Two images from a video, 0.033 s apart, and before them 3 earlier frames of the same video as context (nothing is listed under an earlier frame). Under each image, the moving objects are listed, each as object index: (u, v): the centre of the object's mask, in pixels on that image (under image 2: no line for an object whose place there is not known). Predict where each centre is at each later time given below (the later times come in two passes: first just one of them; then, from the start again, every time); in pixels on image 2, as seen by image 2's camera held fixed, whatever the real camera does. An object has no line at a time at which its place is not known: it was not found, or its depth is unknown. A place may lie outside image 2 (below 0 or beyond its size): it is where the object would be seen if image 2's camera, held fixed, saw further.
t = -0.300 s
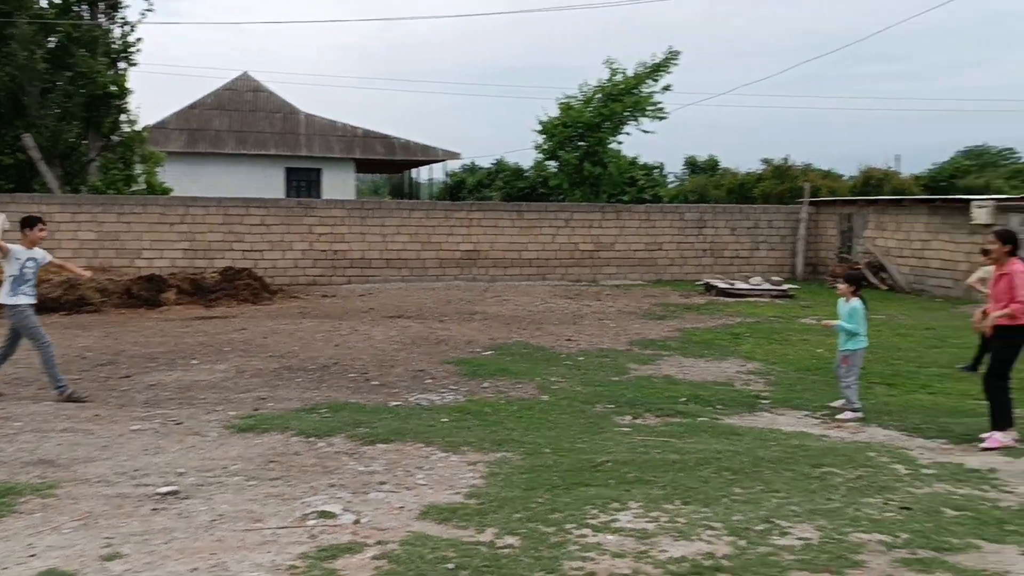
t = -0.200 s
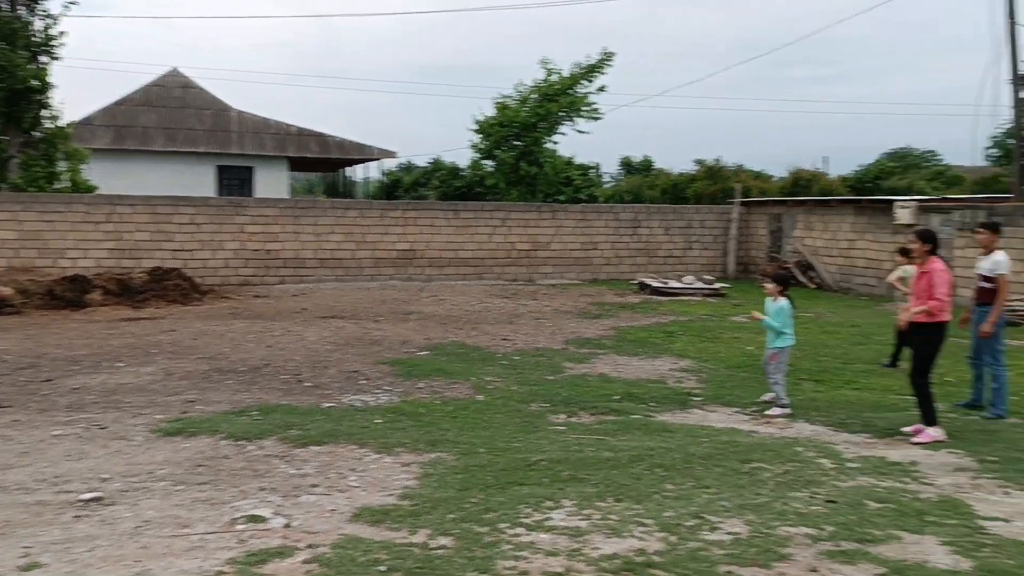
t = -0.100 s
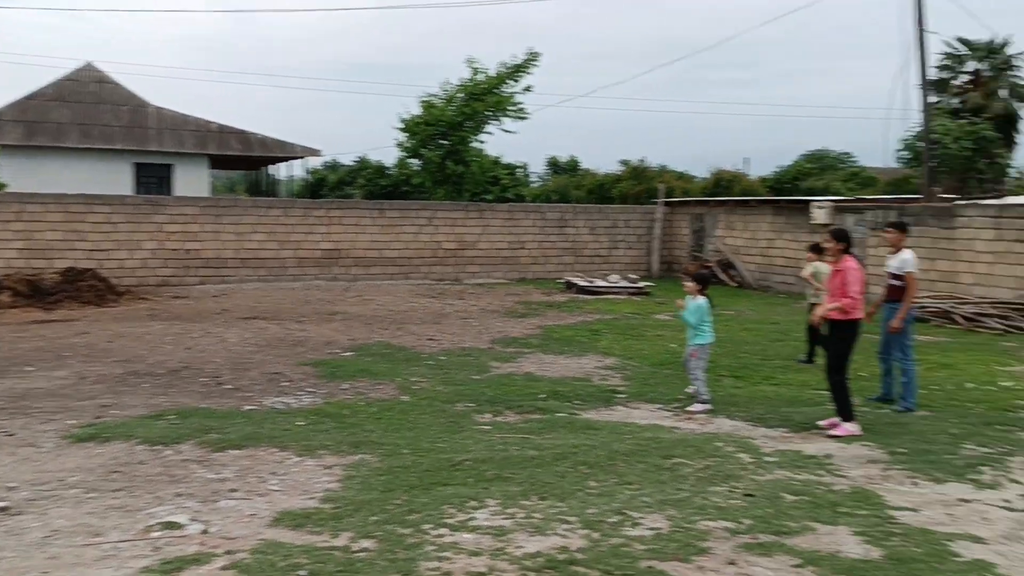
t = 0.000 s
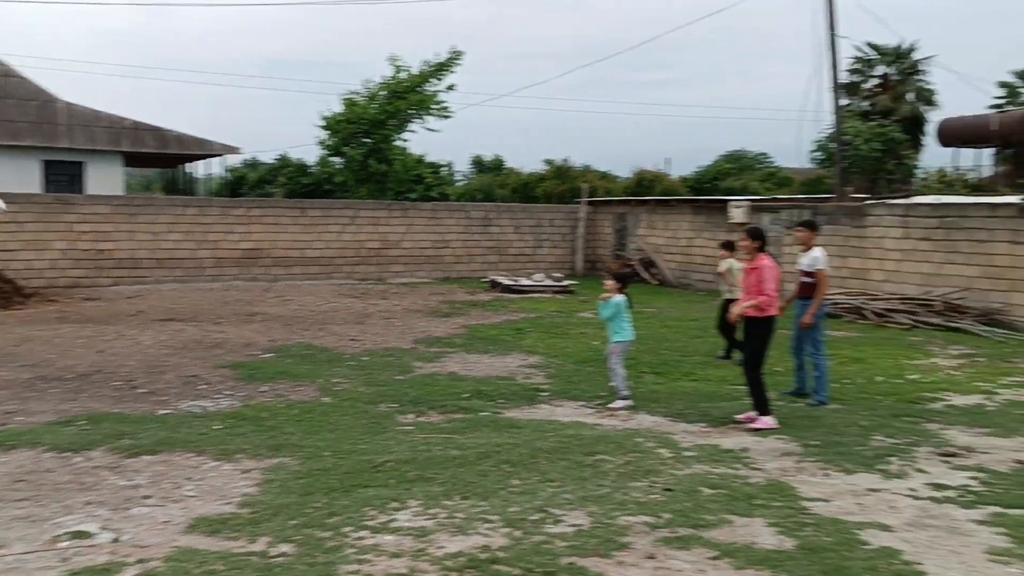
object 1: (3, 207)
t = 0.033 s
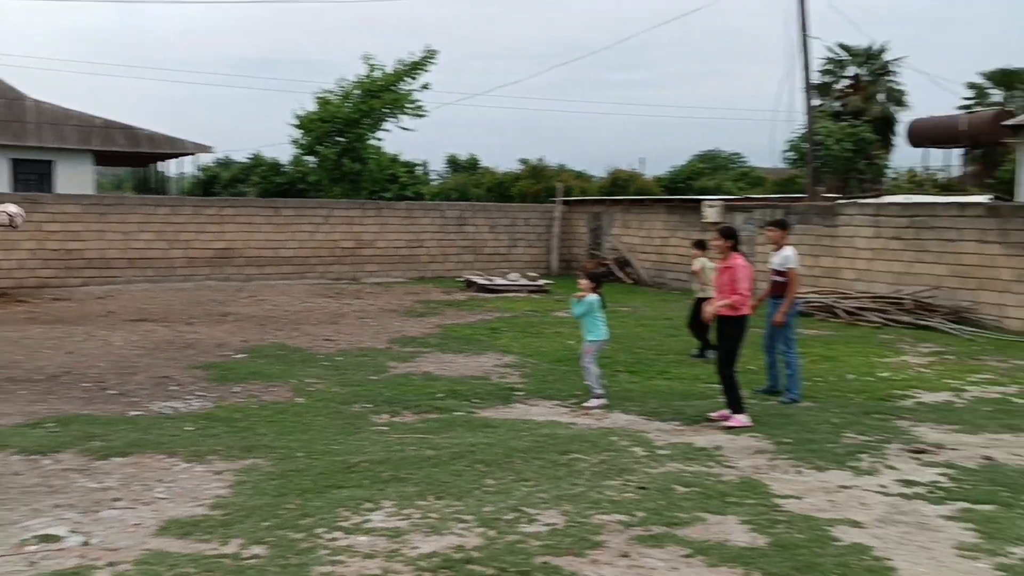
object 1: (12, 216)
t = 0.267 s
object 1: (306, 300)
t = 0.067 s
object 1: (58, 225)
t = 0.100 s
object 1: (103, 235)
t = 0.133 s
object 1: (147, 246)
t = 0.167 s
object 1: (190, 258)
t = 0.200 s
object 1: (231, 270)
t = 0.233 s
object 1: (270, 285)
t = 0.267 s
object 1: (306, 300)
